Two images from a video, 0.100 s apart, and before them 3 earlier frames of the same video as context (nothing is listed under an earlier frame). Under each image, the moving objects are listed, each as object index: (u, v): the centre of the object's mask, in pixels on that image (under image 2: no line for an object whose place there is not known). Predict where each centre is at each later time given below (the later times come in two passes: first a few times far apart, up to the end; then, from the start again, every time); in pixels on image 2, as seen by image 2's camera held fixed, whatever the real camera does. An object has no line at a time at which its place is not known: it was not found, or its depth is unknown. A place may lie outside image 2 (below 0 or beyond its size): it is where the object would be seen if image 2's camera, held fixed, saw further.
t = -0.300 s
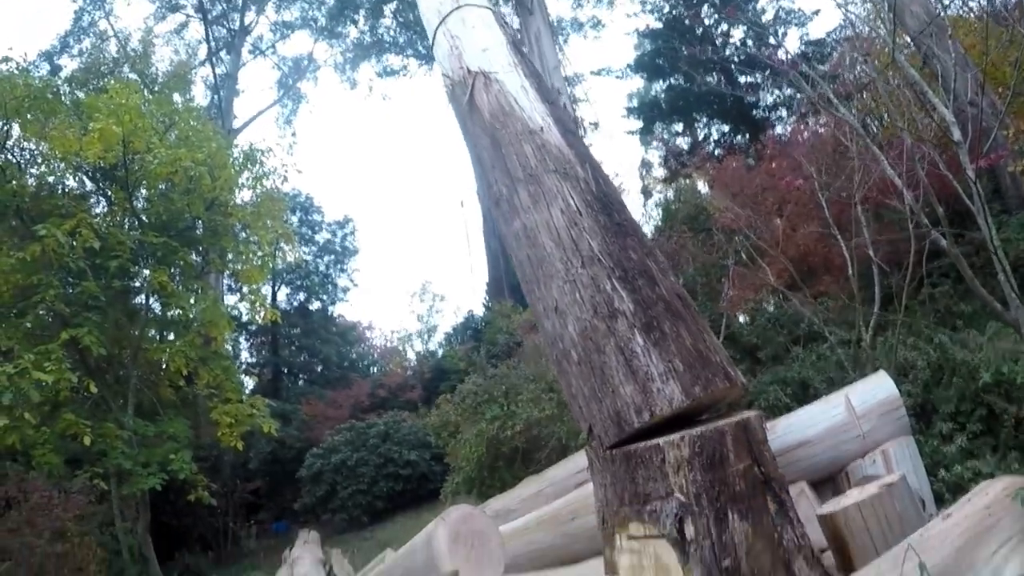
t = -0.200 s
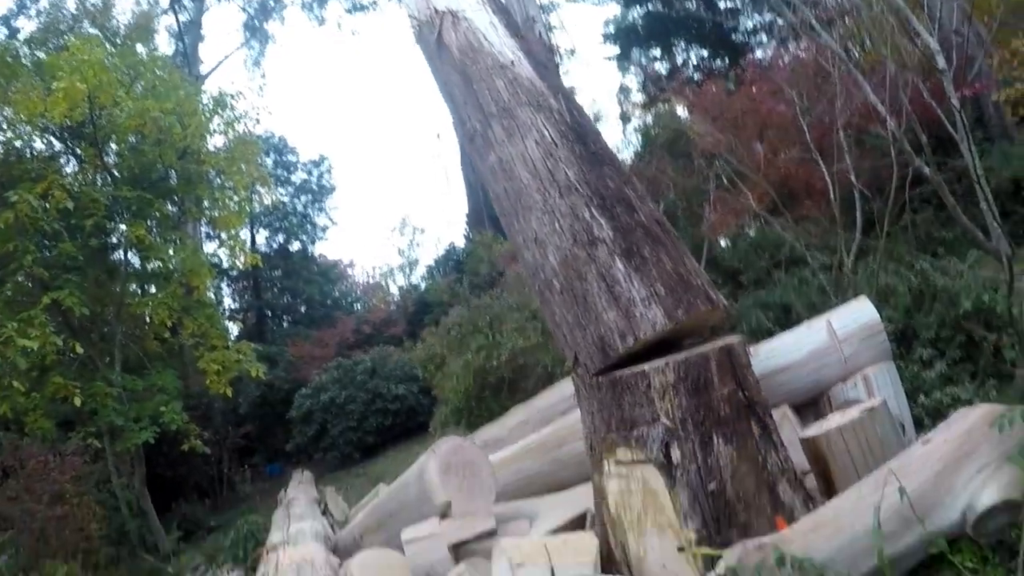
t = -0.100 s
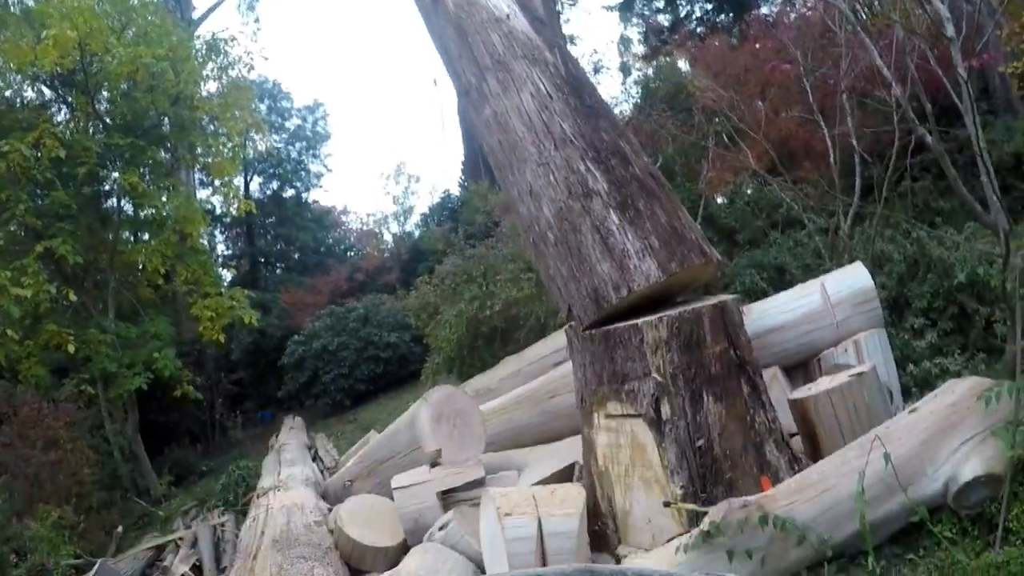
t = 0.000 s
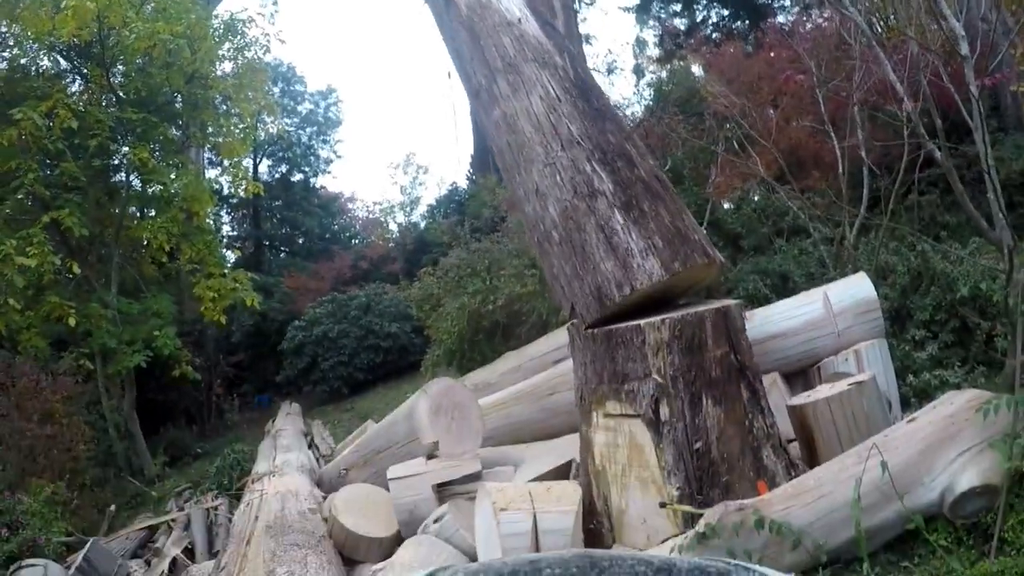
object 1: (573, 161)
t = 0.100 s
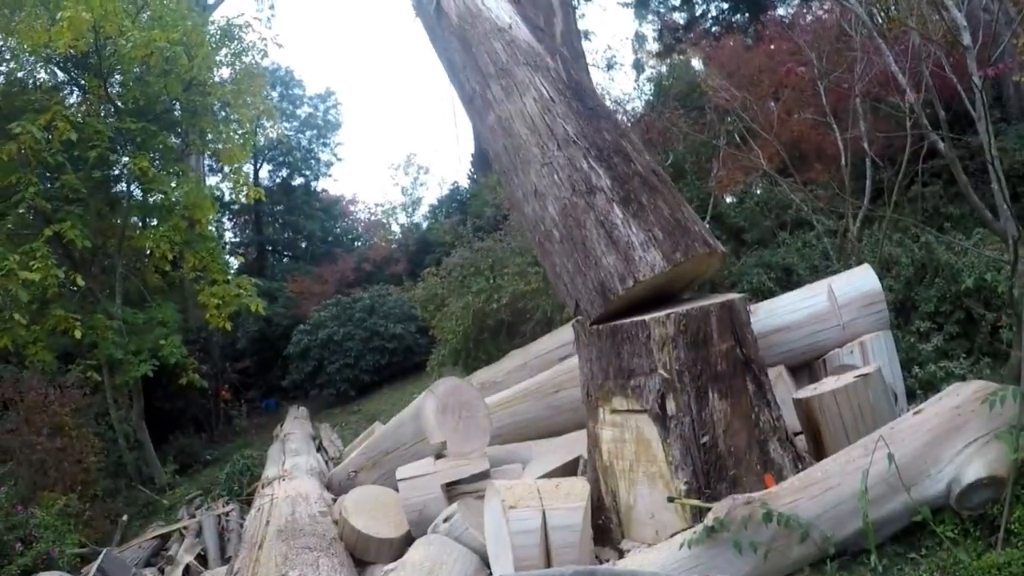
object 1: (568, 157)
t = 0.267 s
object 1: (558, 171)
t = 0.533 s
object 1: (532, 181)
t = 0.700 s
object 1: (511, 196)
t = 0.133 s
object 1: (567, 160)
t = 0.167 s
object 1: (565, 160)
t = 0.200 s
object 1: (563, 160)
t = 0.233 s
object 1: (561, 161)
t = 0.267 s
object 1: (558, 171)
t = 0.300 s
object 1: (556, 172)
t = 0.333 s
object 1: (553, 162)
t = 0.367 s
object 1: (550, 174)
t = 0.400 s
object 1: (547, 176)
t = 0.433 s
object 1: (544, 177)
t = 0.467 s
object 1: (540, 178)
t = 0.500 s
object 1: (536, 179)
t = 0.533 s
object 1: (532, 181)
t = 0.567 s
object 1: (528, 183)
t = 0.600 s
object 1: (524, 185)
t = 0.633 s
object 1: (519, 188)
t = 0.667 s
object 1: (515, 191)
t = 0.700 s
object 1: (511, 196)
